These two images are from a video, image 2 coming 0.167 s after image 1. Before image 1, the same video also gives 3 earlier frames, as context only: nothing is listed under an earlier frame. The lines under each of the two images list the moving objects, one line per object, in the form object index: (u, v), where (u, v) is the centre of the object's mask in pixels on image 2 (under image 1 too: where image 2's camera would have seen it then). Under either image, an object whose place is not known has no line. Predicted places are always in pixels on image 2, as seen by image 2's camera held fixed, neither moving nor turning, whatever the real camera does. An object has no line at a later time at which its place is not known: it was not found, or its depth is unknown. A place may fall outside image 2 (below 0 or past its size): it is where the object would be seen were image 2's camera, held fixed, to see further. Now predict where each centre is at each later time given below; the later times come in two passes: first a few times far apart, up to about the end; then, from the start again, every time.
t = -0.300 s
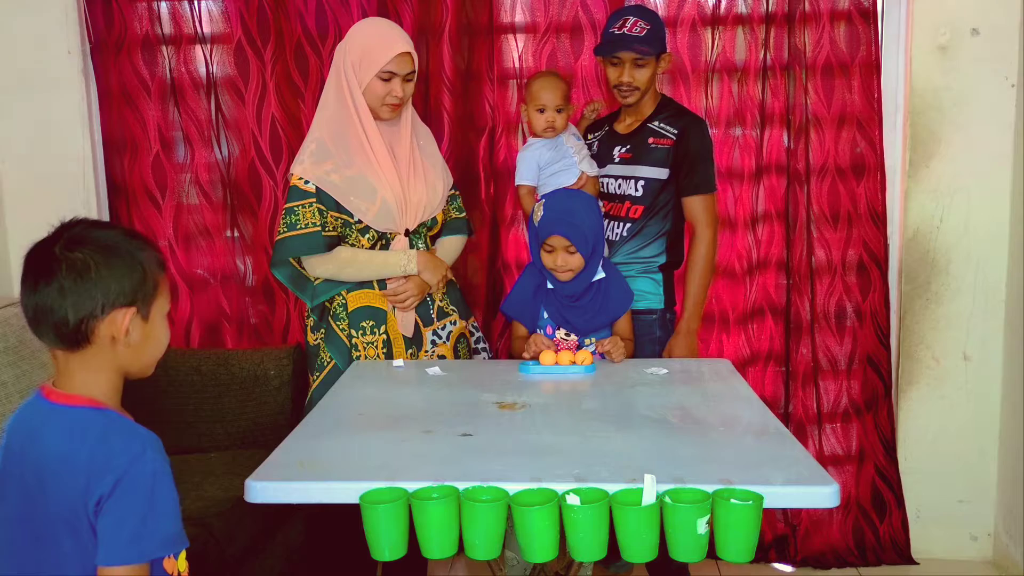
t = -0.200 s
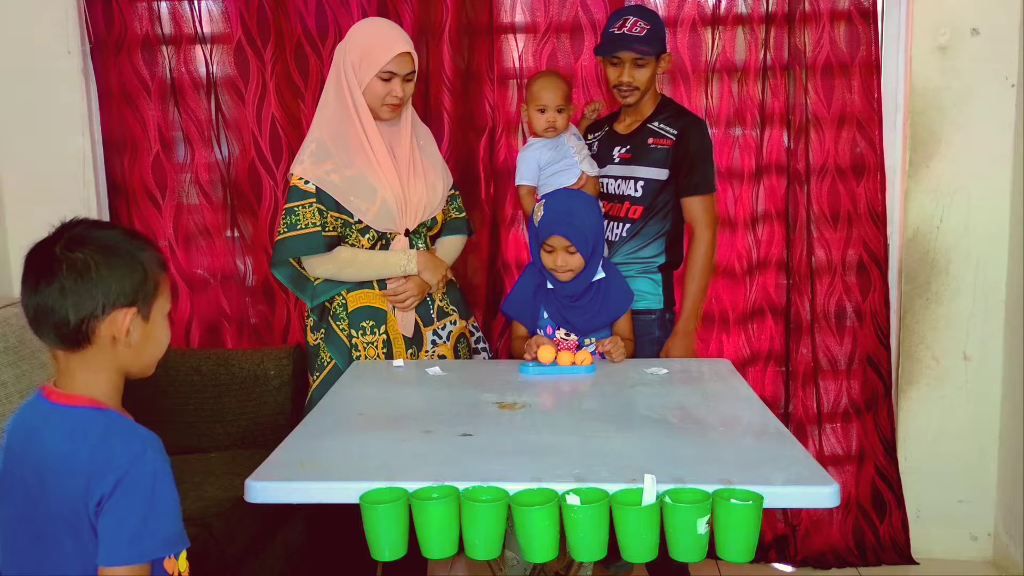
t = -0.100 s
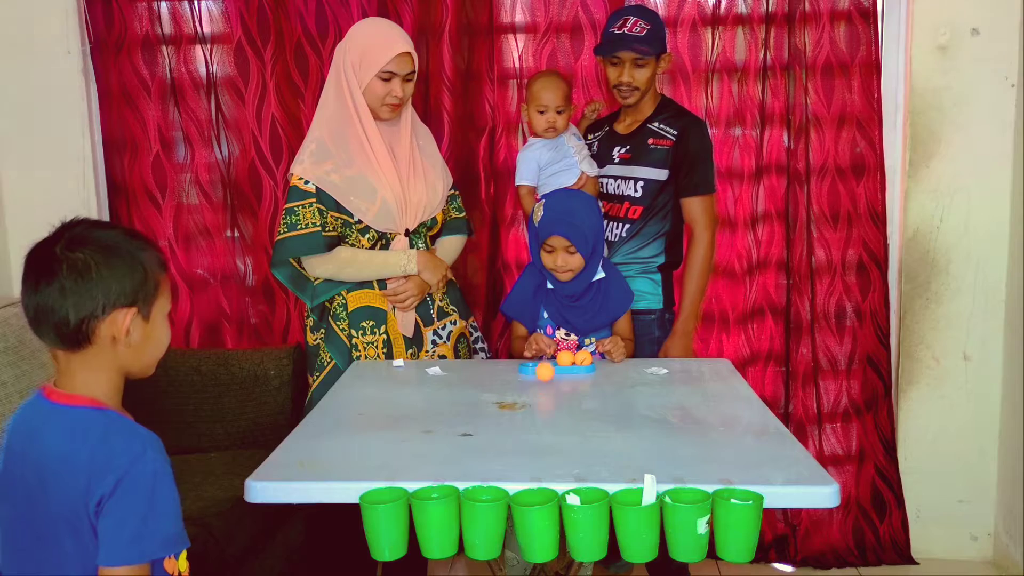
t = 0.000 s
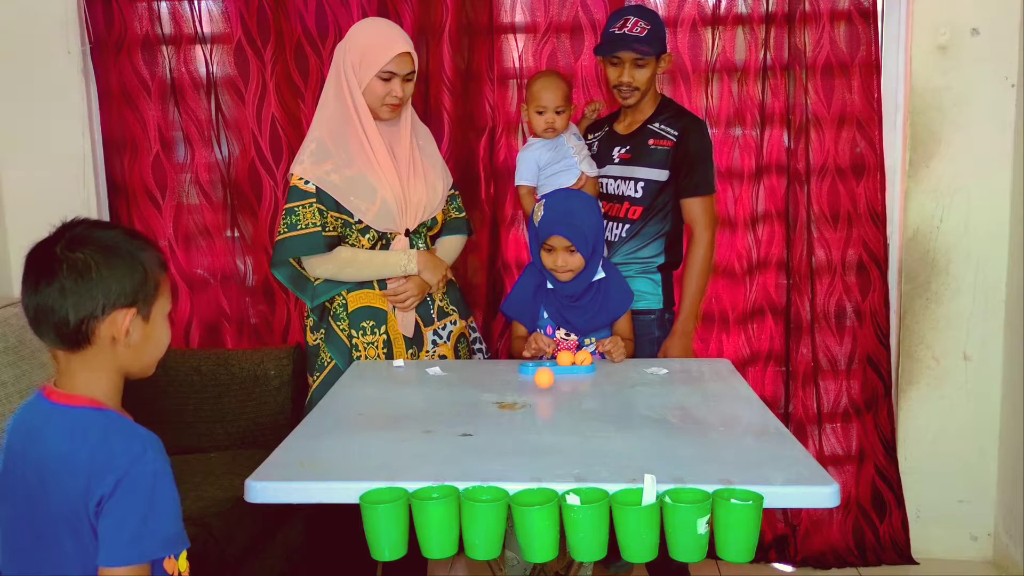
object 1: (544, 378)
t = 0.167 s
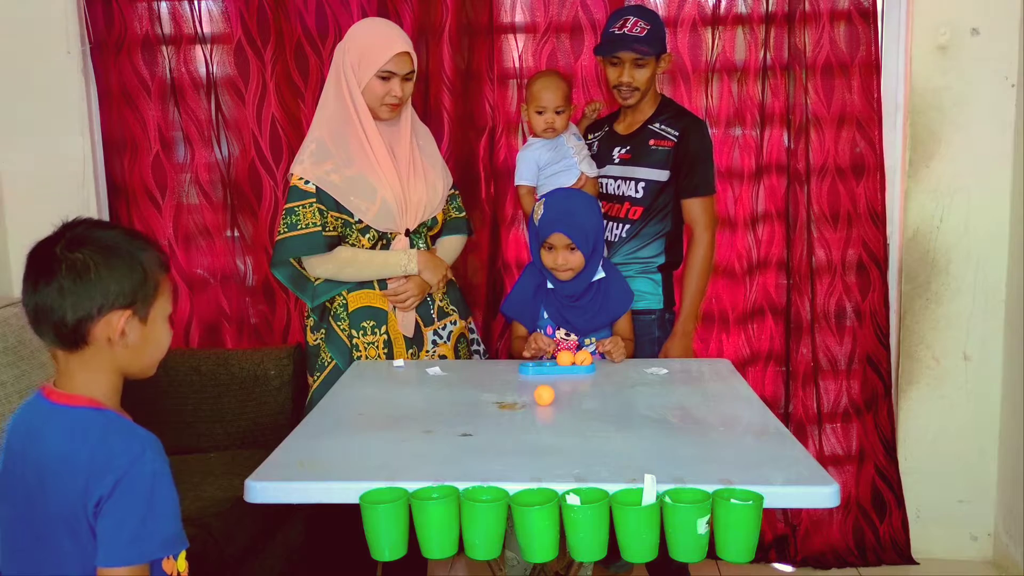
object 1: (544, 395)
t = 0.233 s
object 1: (545, 400)
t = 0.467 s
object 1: (549, 415)
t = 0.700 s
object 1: (557, 432)
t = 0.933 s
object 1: (572, 448)
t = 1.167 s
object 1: (595, 463)
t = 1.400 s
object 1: (626, 492)
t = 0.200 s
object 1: (544, 398)
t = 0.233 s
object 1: (545, 400)
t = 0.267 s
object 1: (545, 402)
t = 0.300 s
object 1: (545, 404)
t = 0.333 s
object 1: (546, 406)
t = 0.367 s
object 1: (547, 408)
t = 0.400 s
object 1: (547, 411)
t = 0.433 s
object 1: (548, 413)
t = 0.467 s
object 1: (549, 415)
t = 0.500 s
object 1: (549, 418)
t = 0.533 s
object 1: (550, 420)
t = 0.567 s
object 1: (551, 422)
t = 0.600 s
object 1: (553, 425)
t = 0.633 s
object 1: (554, 427)
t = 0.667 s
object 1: (556, 429)
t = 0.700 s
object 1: (557, 432)
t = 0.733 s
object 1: (559, 434)
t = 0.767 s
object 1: (561, 436)
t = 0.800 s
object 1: (563, 439)
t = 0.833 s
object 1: (565, 441)
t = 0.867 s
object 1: (567, 443)
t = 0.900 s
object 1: (570, 446)
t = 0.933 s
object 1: (572, 448)
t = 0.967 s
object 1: (575, 450)
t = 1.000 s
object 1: (578, 452)
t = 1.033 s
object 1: (581, 454)
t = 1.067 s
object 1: (584, 457)
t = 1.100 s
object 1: (588, 459)
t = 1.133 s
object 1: (591, 461)
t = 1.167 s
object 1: (595, 463)
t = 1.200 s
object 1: (600, 465)
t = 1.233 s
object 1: (604, 467)
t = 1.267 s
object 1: (608, 470)
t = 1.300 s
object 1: (613, 473)
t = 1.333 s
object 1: (618, 477)
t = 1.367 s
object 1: (622, 482)
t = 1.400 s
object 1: (626, 492)
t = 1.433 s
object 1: (629, 500)
